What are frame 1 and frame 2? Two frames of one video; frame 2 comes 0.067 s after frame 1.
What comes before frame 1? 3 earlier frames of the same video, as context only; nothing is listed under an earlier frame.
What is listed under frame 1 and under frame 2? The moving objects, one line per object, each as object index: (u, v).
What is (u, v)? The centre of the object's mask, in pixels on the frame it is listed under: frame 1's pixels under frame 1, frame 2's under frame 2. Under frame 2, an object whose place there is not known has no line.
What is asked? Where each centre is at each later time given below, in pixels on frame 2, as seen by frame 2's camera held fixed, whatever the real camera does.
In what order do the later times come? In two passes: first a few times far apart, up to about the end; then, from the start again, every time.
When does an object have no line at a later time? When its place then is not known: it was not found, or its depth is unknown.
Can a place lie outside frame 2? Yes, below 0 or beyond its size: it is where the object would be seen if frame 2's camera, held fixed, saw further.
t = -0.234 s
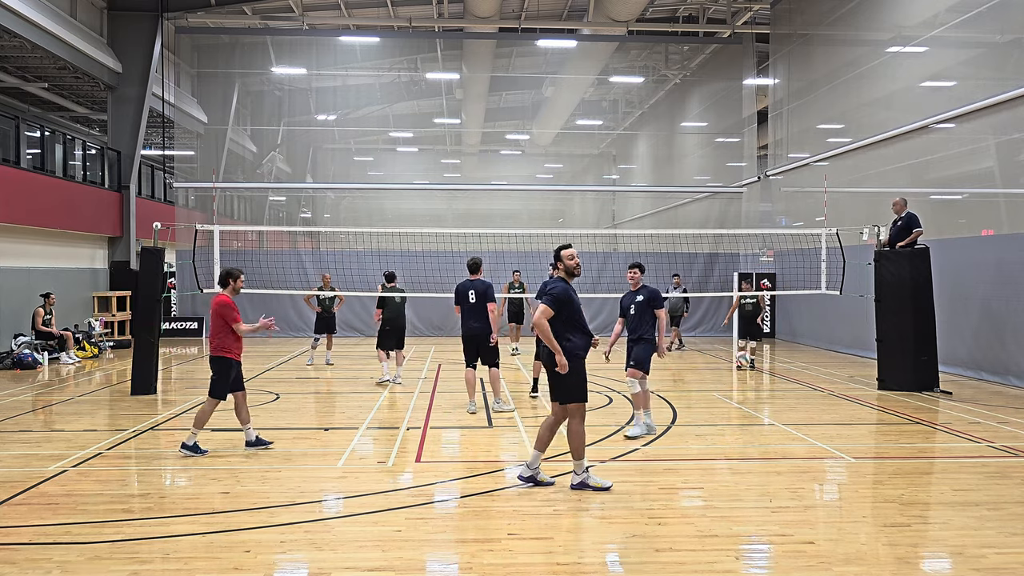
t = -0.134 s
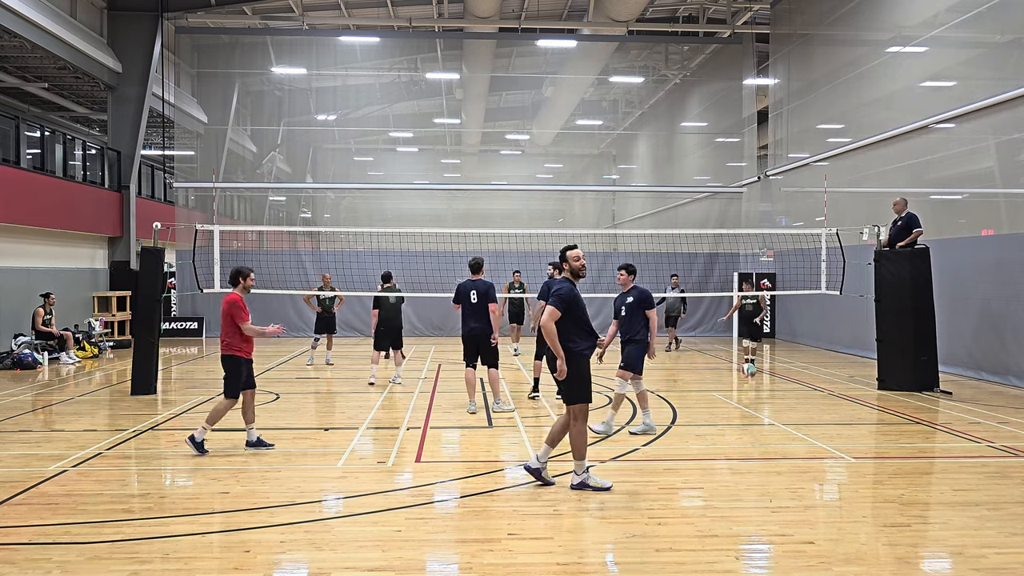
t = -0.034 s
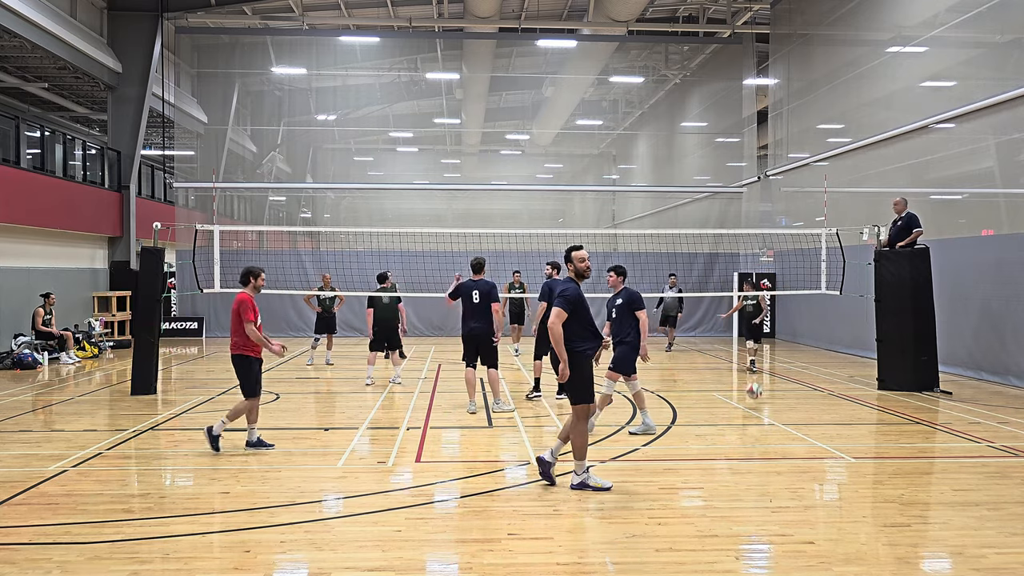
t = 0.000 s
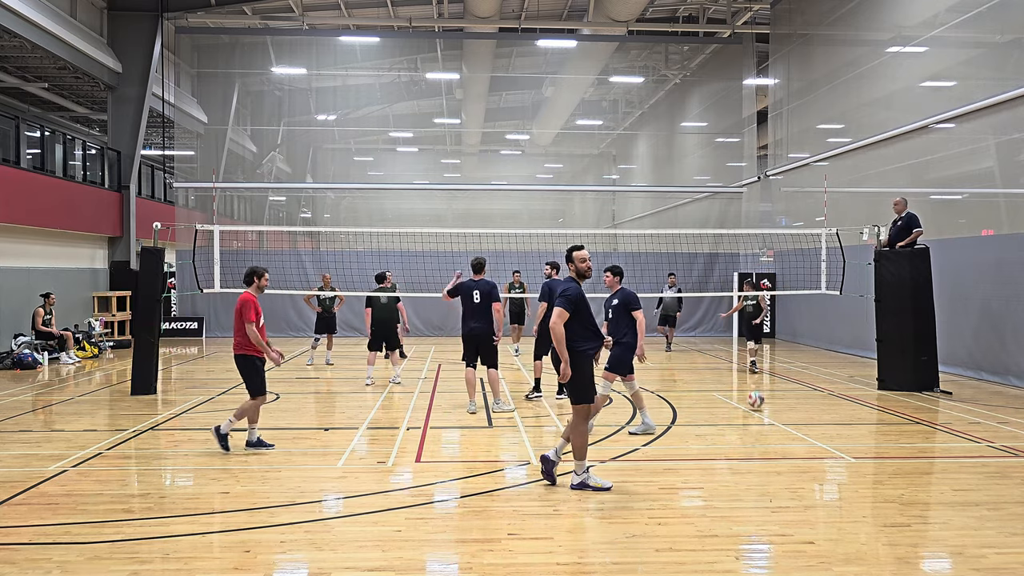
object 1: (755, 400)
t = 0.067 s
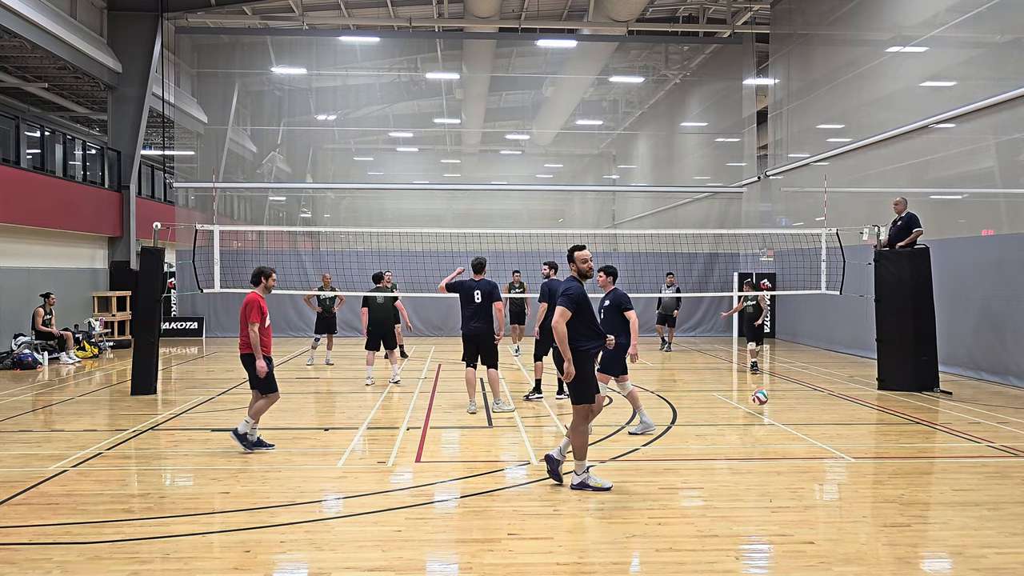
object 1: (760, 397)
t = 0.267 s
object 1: (773, 385)
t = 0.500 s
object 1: (789, 417)
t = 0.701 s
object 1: (806, 418)
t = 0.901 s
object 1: (824, 434)
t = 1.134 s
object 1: (850, 456)
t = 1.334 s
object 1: (875, 473)
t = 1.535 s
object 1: (906, 508)
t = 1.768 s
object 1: (951, 545)
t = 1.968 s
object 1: (999, 568)
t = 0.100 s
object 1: (762, 393)
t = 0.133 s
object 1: (764, 390)
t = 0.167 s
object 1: (766, 387)
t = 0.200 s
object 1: (768, 386)
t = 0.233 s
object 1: (771, 385)
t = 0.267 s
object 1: (773, 385)
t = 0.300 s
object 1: (775, 387)
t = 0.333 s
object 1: (777, 389)
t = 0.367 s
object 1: (780, 393)
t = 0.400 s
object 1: (782, 397)
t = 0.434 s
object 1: (785, 402)
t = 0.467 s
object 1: (787, 409)
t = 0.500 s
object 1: (789, 417)
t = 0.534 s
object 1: (792, 426)
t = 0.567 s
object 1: (794, 431)
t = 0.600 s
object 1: (797, 426)
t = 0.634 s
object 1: (800, 423)
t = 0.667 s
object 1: (803, 420)
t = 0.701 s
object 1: (806, 418)
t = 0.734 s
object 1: (809, 419)
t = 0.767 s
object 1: (812, 419)
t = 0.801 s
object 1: (815, 421)
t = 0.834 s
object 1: (818, 424)
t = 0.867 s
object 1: (821, 428)
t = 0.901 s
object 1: (824, 434)
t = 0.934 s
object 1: (828, 441)
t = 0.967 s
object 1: (831, 449)
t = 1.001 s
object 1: (835, 460)
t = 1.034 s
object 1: (838, 465)
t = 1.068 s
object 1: (842, 461)
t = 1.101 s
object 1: (846, 458)
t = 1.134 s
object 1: (850, 456)
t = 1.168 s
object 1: (854, 455)
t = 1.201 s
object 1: (858, 455)
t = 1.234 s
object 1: (862, 458)
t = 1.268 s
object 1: (866, 462)
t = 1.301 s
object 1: (871, 466)
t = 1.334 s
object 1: (875, 473)
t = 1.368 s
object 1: (880, 481)
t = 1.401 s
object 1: (884, 492)
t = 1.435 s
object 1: (890, 504)
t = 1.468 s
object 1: (895, 514)
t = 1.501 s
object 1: (900, 510)
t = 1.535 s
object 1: (906, 508)
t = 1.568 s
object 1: (912, 508)
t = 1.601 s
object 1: (917, 509)
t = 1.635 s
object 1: (924, 512)
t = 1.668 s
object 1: (930, 518)
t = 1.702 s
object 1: (937, 525)
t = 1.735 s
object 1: (944, 534)
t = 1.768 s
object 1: (951, 545)
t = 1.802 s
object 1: (959, 559)
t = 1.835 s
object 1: (966, 565)
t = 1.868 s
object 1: (974, 564)
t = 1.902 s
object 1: (982, 564)
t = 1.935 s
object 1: (990, 565)
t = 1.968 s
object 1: (999, 568)
